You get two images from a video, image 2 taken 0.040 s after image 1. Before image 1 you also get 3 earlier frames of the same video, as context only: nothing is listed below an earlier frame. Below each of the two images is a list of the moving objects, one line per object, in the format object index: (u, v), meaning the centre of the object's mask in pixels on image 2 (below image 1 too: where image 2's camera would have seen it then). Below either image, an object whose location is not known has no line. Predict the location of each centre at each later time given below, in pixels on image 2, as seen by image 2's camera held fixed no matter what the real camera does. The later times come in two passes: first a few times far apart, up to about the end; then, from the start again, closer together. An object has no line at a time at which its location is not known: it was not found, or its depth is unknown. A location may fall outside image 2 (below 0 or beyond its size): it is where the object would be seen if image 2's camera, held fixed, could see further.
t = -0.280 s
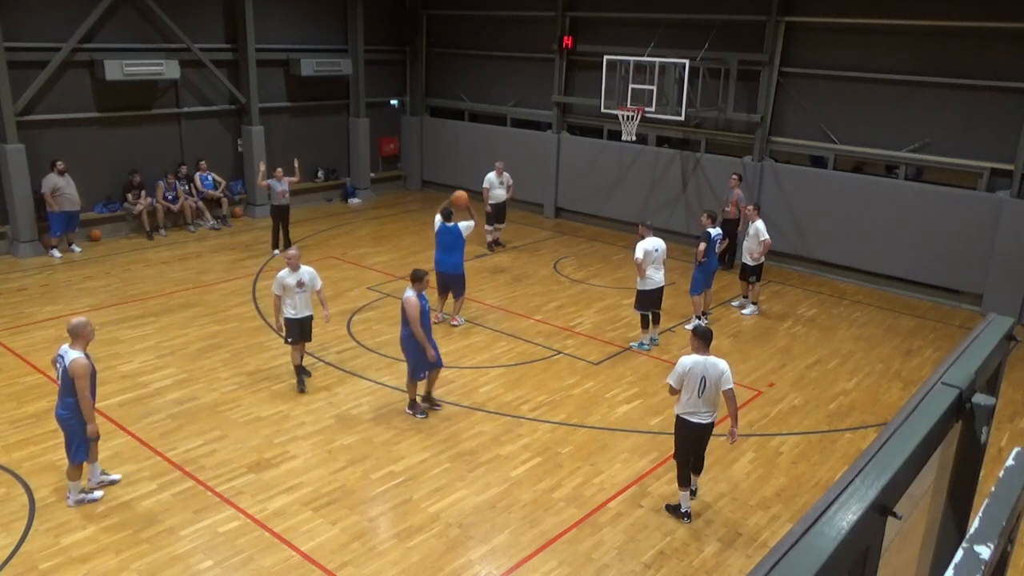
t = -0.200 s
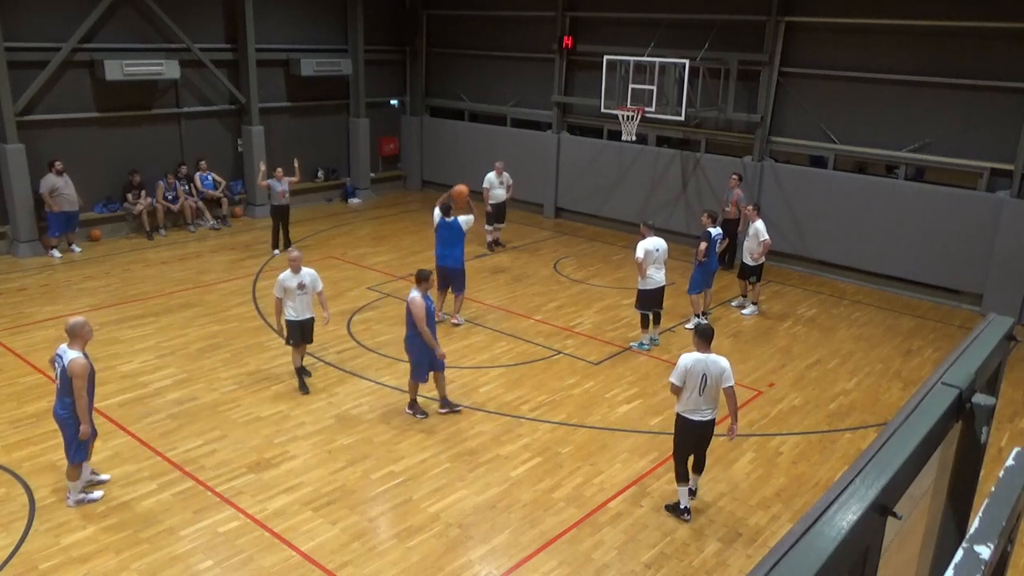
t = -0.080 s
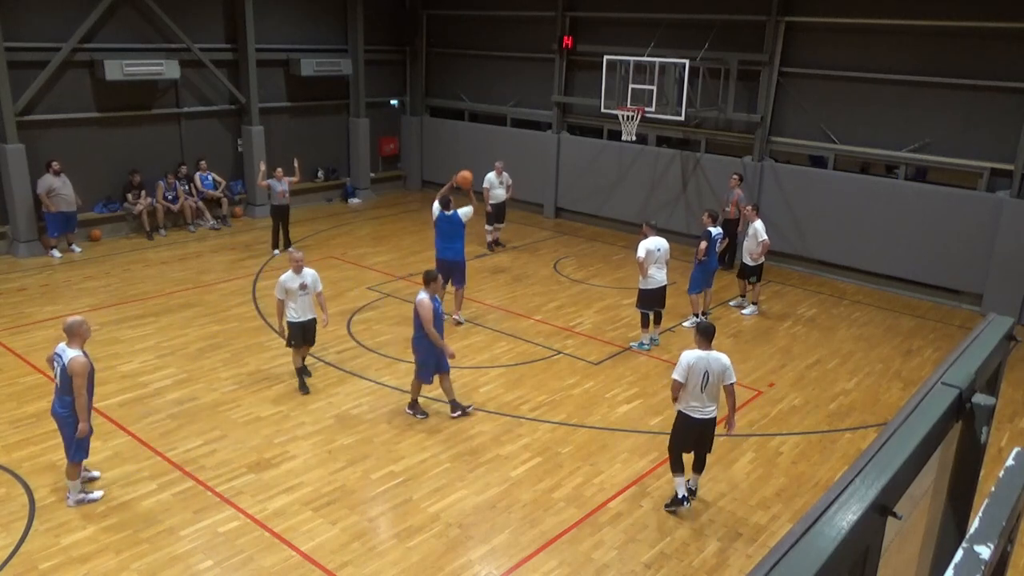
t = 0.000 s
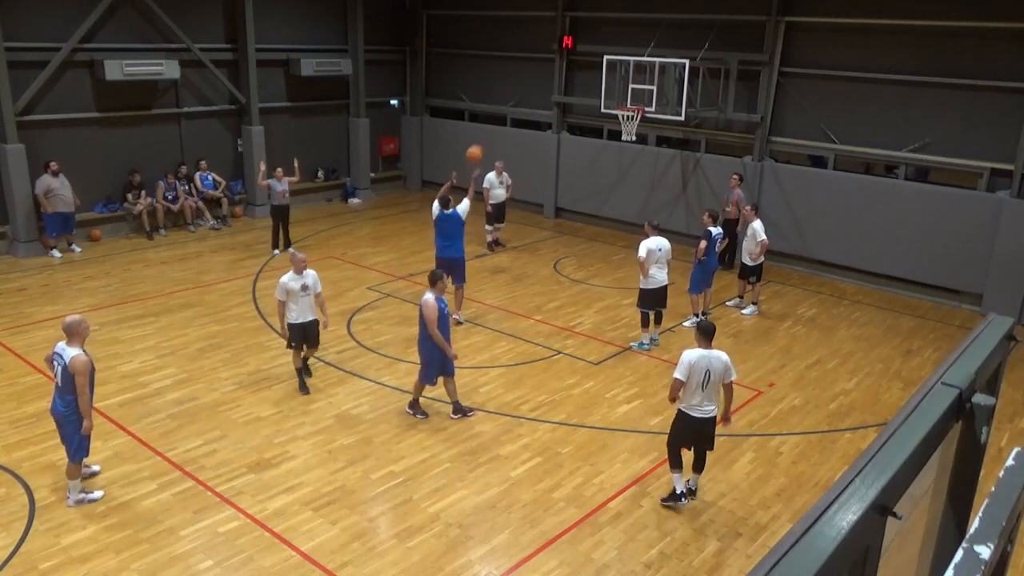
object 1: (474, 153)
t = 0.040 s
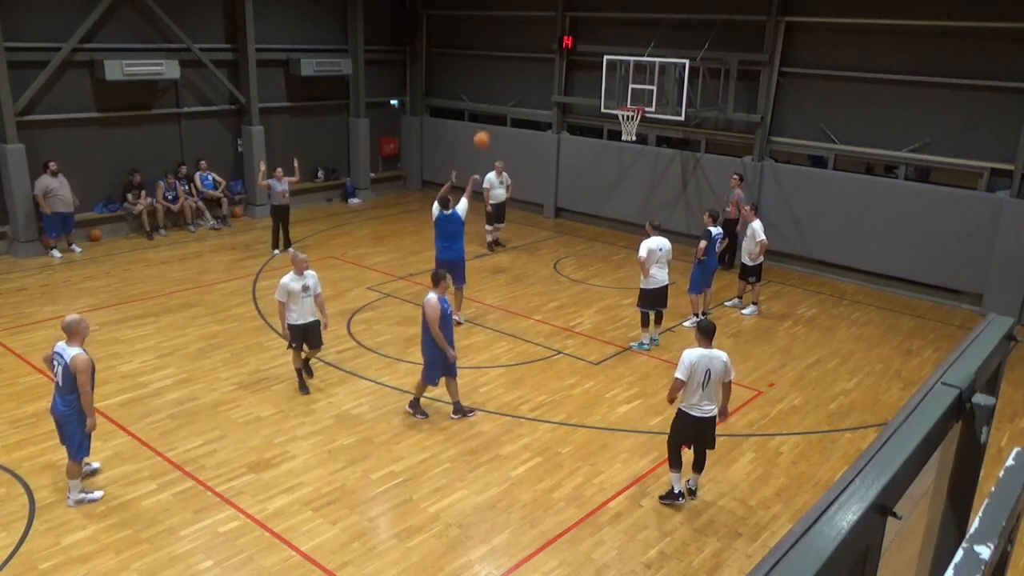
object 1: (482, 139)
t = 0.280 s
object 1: (523, 79)
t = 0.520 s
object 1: (560, 57)
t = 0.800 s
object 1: (596, 75)
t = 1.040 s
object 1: (608, 118)
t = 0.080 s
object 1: (489, 127)
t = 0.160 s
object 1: (503, 104)
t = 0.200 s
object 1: (510, 94)
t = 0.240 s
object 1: (516, 86)
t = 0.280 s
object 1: (523, 79)
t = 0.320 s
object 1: (530, 72)
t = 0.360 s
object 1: (536, 67)
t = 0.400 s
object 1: (542, 63)
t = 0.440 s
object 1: (548, 60)
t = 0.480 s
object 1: (555, 58)
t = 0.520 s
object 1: (560, 57)
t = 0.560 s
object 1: (565, 56)
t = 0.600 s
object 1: (571, 57)
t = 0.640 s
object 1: (577, 59)
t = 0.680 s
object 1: (582, 61)
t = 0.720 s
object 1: (587, 65)
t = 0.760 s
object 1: (592, 69)
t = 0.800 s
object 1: (596, 75)
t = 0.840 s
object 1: (602, 80)
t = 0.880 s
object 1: (606, 87)
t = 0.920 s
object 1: (610, 94)
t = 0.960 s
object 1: (614, 102)
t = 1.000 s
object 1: (615, 109)
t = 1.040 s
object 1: (608, 118)
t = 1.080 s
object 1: (600, 127)
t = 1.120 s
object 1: (595, 135)
